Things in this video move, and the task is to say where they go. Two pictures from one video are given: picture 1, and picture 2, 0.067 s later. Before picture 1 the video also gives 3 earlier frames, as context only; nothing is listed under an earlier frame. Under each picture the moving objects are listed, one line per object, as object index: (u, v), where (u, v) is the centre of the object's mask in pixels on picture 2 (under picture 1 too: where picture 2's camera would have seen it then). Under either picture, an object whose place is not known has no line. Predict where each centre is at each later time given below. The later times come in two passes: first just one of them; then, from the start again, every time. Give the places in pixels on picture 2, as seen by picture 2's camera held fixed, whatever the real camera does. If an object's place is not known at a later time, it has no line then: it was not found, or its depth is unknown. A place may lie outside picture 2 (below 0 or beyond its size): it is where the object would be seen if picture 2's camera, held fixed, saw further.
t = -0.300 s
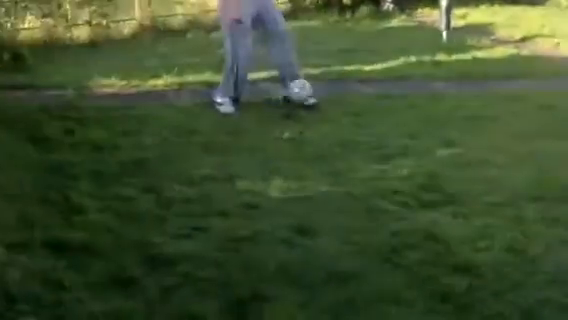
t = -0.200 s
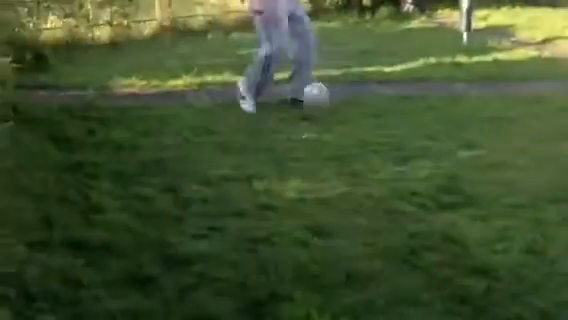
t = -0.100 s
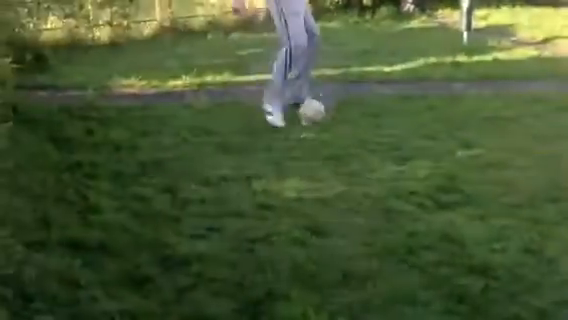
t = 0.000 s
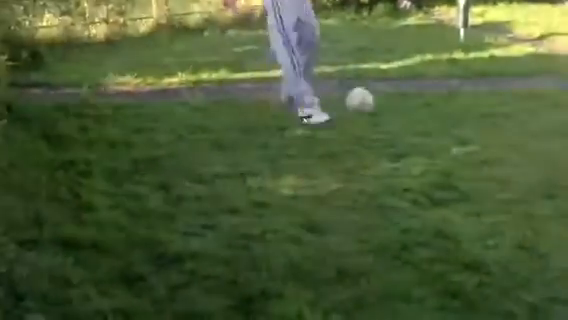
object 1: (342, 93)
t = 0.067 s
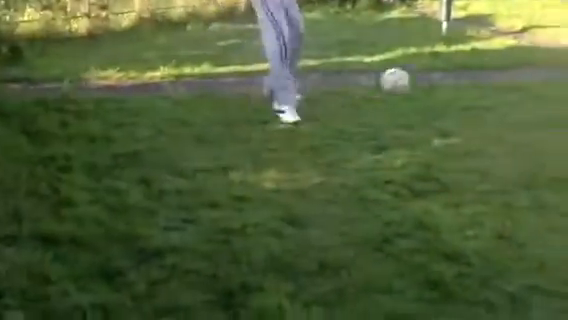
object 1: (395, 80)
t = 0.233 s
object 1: (540, 76)
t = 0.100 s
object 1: (423, 75)
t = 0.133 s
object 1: (451, 73)
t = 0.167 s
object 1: (480, 72)
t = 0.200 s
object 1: (510, 74)
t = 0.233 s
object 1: (540, 76)
